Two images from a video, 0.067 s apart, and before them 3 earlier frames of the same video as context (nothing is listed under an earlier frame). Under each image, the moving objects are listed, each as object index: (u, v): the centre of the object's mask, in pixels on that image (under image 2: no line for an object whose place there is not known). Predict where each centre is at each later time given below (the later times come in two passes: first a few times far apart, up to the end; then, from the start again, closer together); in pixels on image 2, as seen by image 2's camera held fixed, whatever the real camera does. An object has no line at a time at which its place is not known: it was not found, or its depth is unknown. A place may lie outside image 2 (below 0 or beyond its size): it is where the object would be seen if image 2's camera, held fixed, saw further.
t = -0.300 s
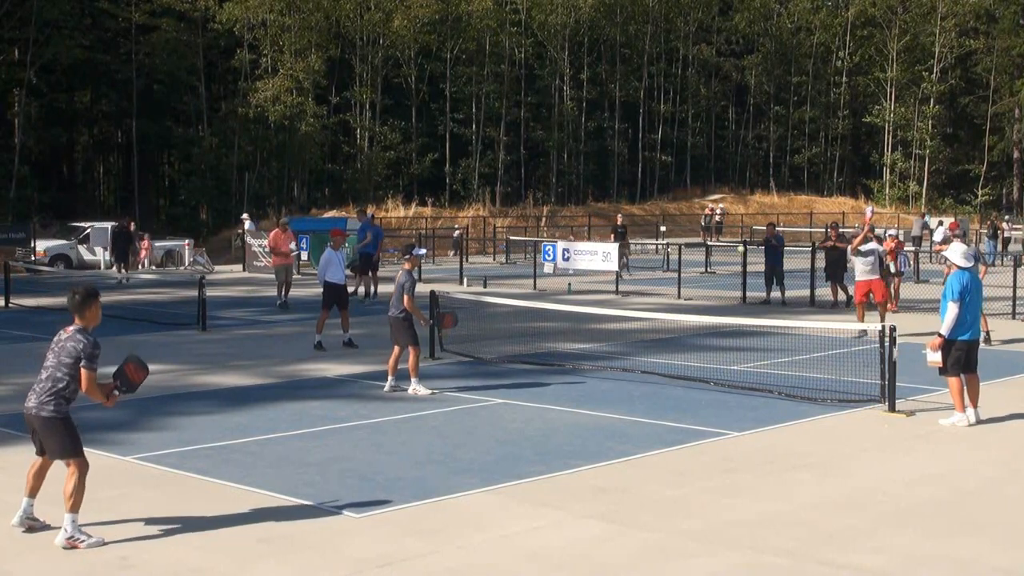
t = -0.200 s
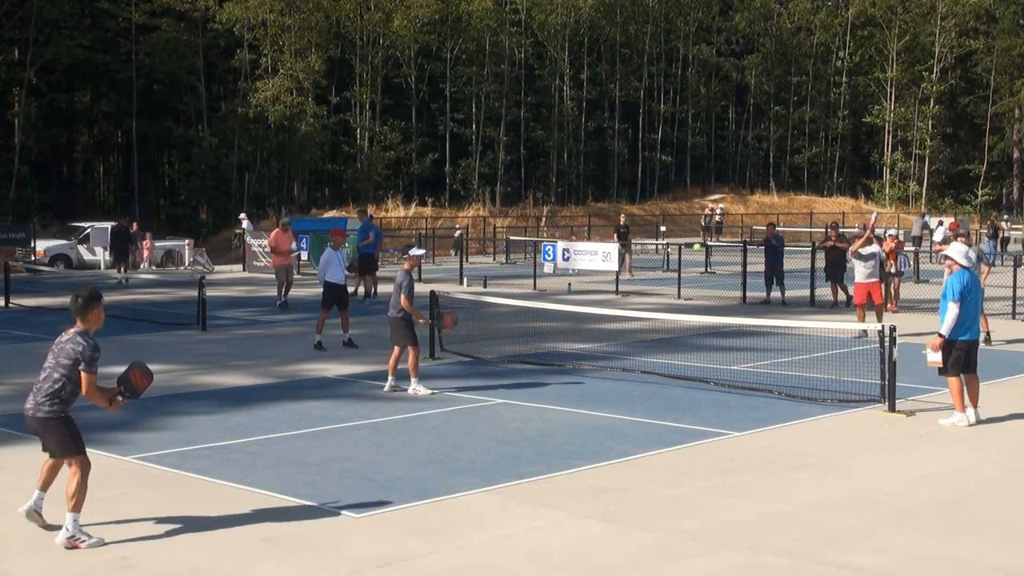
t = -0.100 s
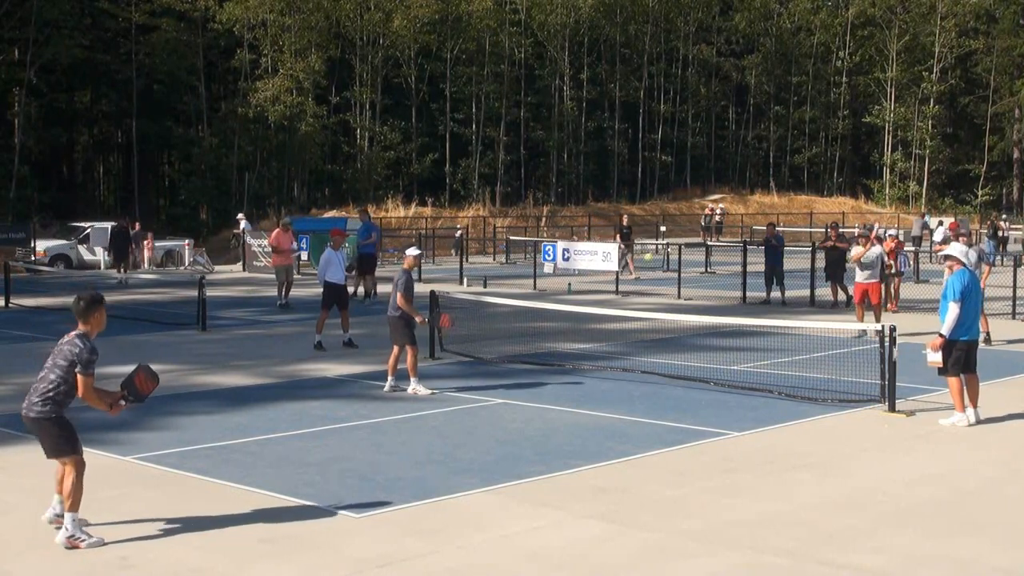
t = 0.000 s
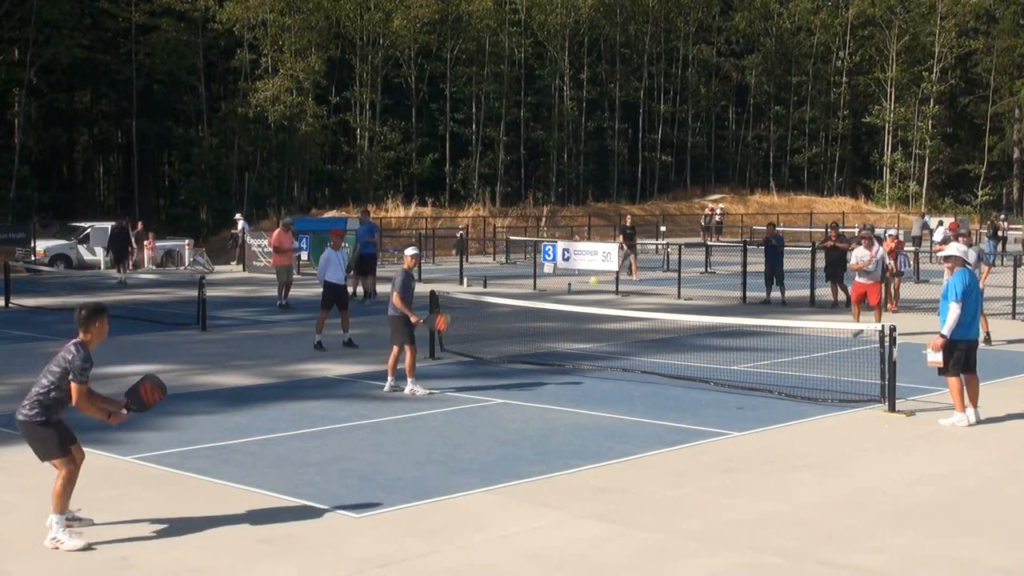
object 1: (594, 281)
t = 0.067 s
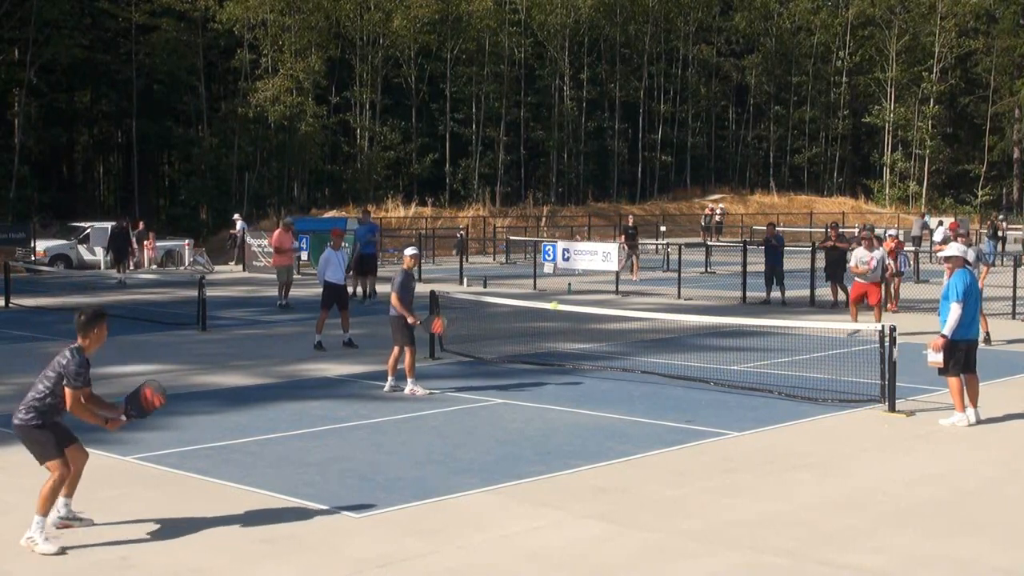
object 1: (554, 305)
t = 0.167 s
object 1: (489, 359)
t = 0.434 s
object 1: (299, 452)
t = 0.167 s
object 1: (489, 359)
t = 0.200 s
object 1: (465, 381)
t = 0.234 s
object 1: (440, 405)
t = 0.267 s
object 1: (414, 433)
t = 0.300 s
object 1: (387, 463)
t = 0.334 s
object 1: (362, 480)
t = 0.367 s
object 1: (342, 470)
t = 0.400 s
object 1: (321, 460)
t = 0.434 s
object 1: (299, 452)
